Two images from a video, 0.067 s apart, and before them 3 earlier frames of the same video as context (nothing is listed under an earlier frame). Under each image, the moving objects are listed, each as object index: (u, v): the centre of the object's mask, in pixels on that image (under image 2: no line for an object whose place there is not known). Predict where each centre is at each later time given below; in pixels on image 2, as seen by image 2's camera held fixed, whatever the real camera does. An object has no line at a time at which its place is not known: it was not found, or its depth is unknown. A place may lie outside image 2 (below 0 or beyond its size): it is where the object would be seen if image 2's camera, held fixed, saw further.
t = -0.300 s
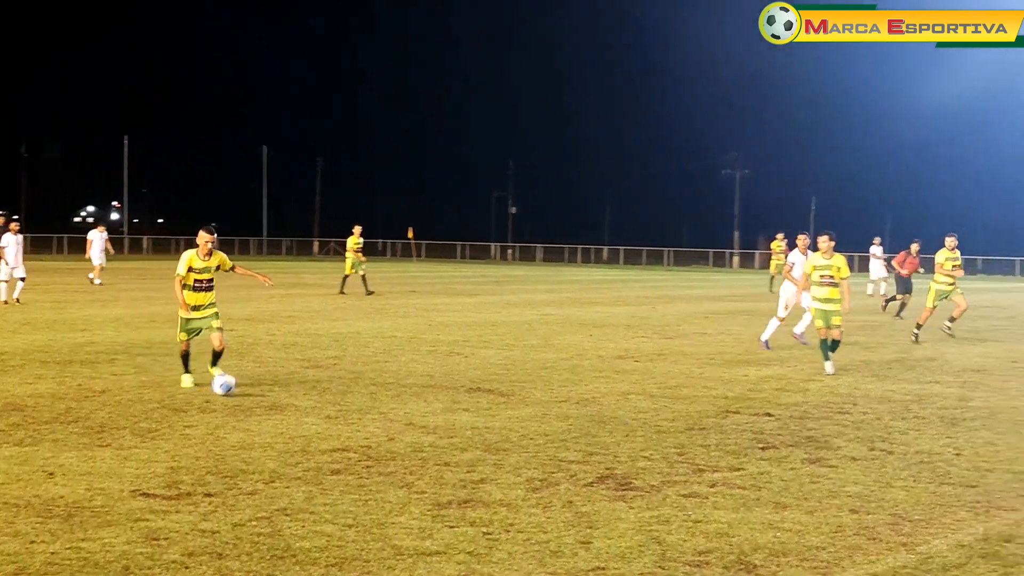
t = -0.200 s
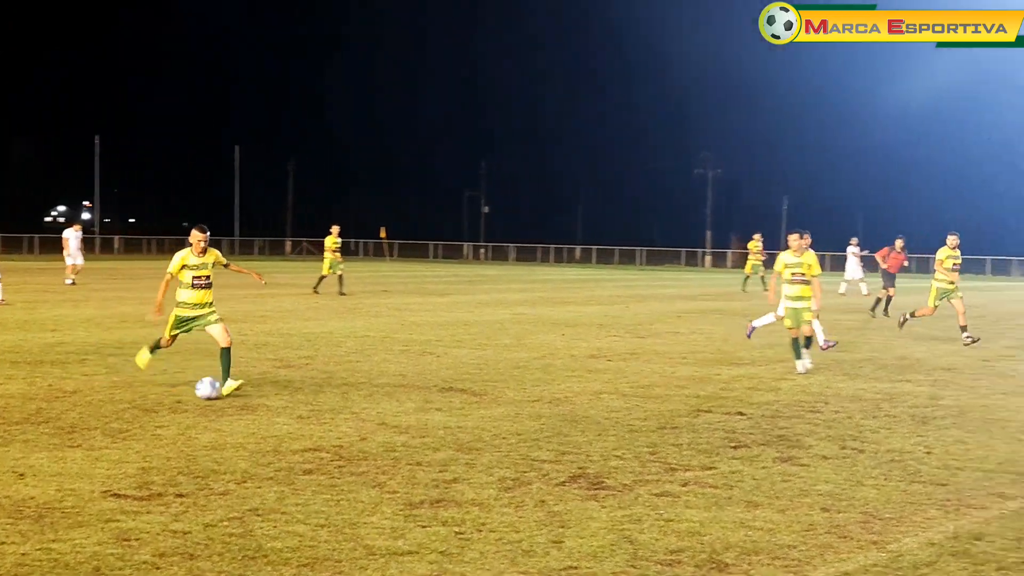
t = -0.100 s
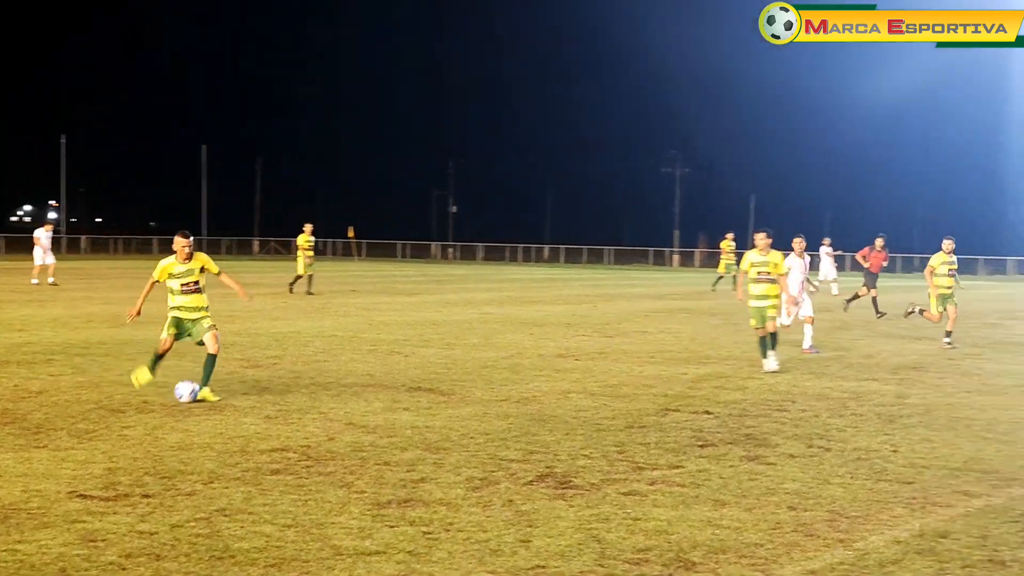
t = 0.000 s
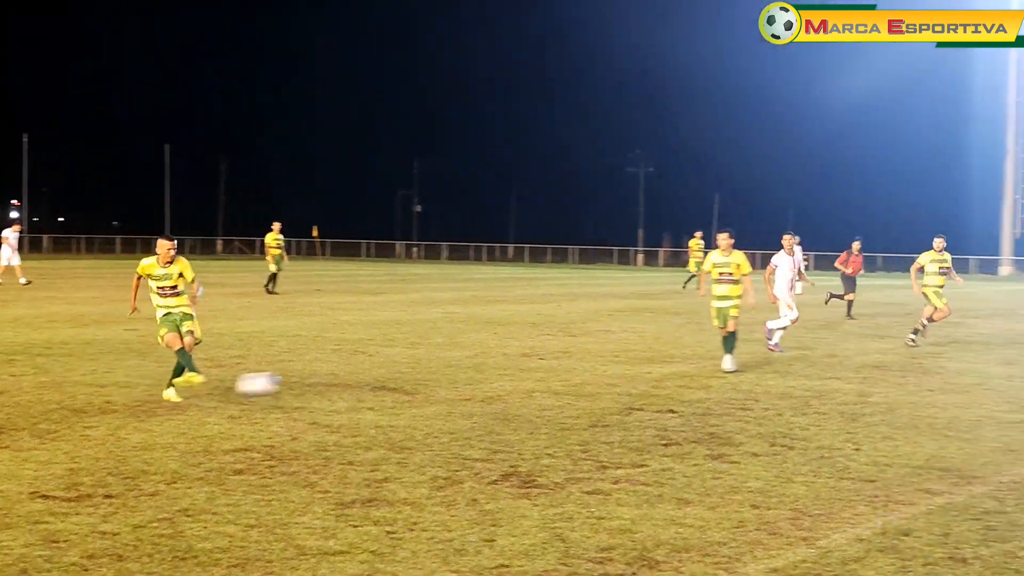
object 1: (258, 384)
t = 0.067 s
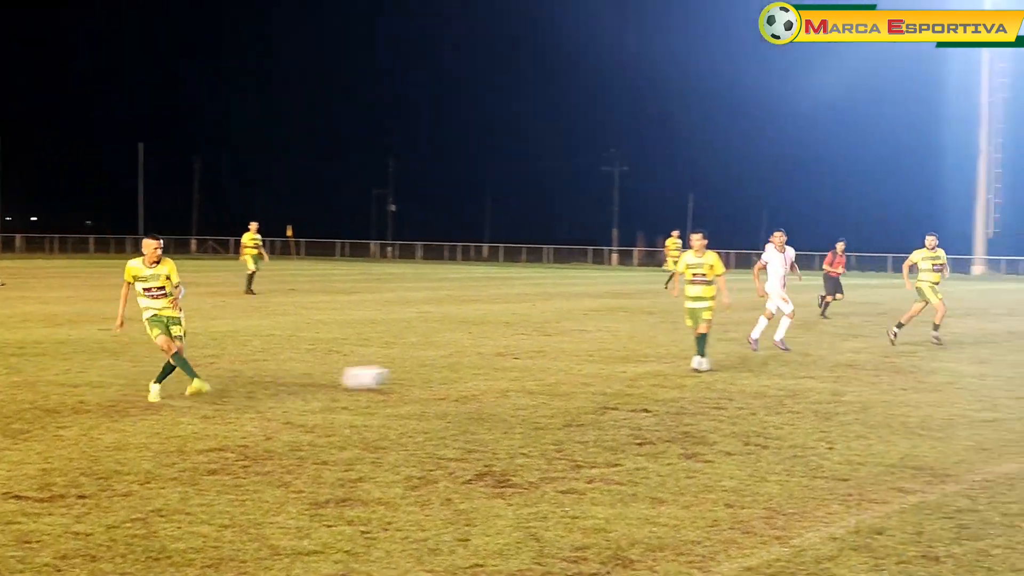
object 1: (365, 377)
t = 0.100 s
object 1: (434, 377)
